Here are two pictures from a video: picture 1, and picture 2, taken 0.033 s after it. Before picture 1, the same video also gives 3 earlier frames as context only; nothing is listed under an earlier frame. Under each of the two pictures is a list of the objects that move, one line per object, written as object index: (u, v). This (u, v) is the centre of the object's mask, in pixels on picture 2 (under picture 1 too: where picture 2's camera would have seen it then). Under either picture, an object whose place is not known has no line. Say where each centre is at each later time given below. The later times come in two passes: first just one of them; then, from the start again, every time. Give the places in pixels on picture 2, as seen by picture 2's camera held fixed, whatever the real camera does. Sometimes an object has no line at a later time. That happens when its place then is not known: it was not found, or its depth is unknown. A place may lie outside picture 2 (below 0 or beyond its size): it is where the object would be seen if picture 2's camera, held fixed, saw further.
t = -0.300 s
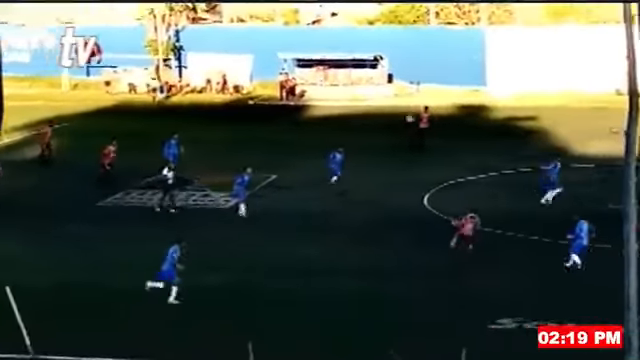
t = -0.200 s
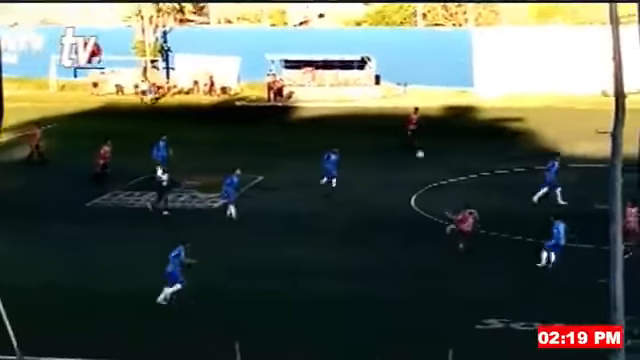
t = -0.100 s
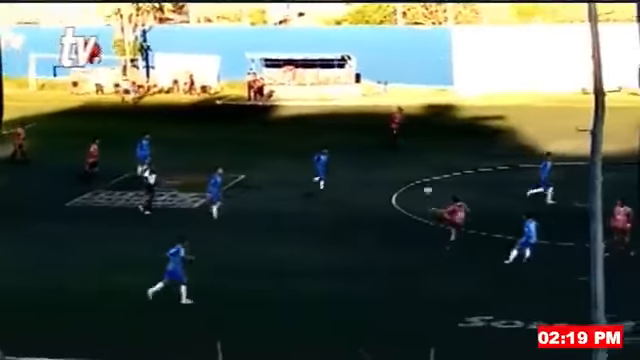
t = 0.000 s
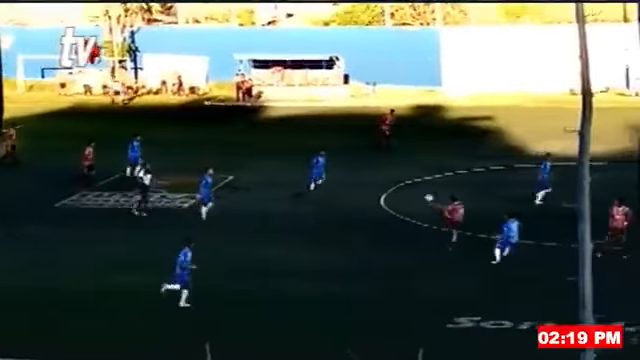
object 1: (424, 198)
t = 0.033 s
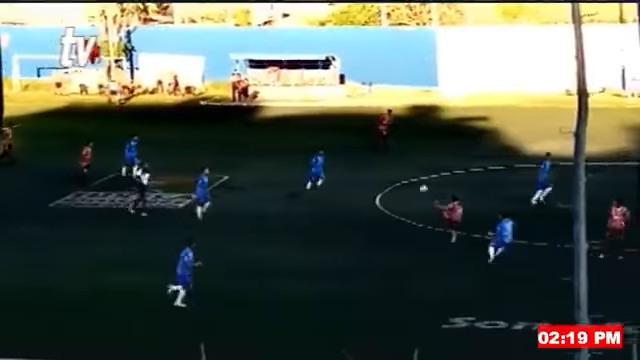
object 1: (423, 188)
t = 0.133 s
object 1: (420, 164)
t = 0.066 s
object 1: (422, 180)
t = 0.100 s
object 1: (421, 172)
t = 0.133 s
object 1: (420, 164)
